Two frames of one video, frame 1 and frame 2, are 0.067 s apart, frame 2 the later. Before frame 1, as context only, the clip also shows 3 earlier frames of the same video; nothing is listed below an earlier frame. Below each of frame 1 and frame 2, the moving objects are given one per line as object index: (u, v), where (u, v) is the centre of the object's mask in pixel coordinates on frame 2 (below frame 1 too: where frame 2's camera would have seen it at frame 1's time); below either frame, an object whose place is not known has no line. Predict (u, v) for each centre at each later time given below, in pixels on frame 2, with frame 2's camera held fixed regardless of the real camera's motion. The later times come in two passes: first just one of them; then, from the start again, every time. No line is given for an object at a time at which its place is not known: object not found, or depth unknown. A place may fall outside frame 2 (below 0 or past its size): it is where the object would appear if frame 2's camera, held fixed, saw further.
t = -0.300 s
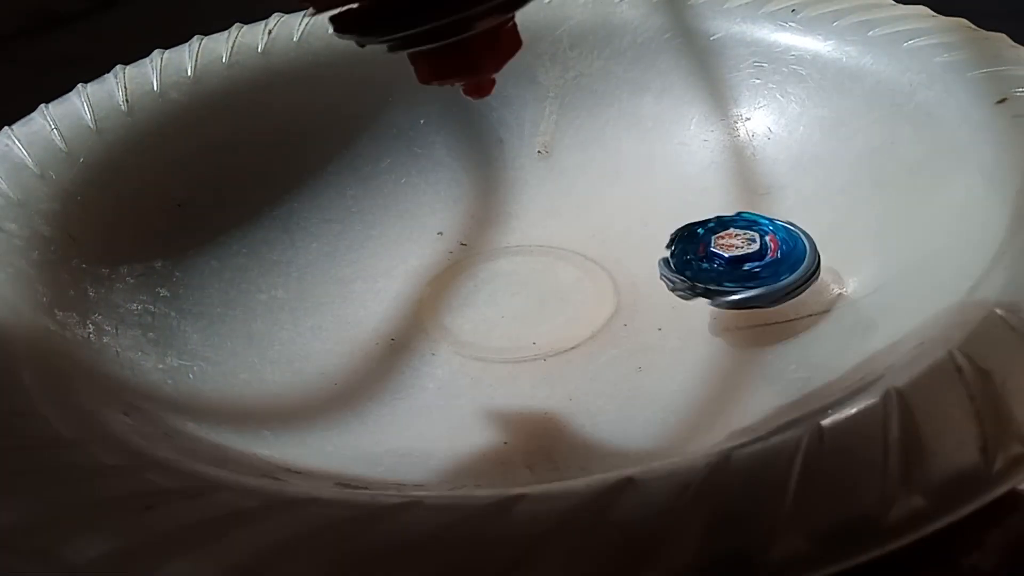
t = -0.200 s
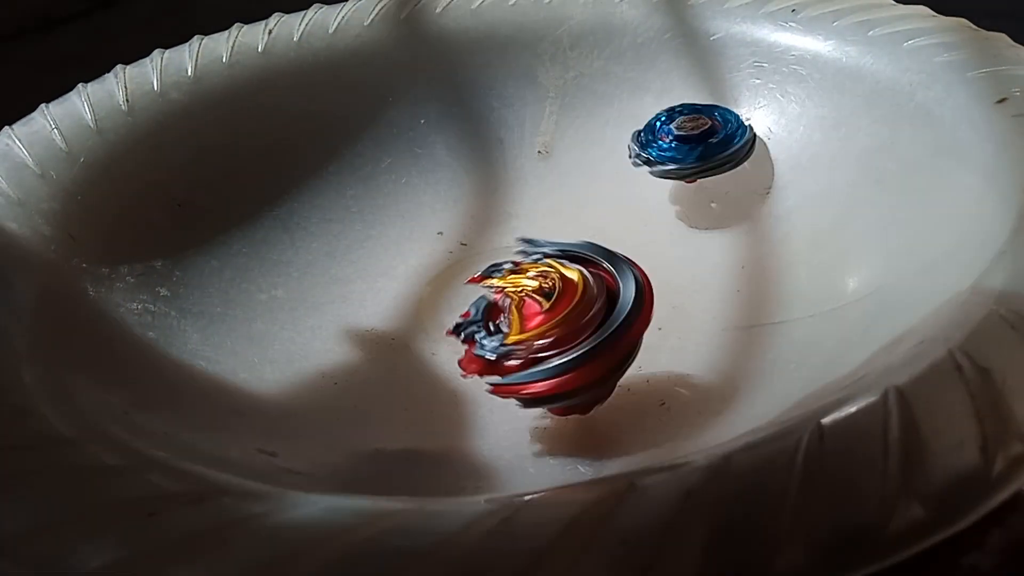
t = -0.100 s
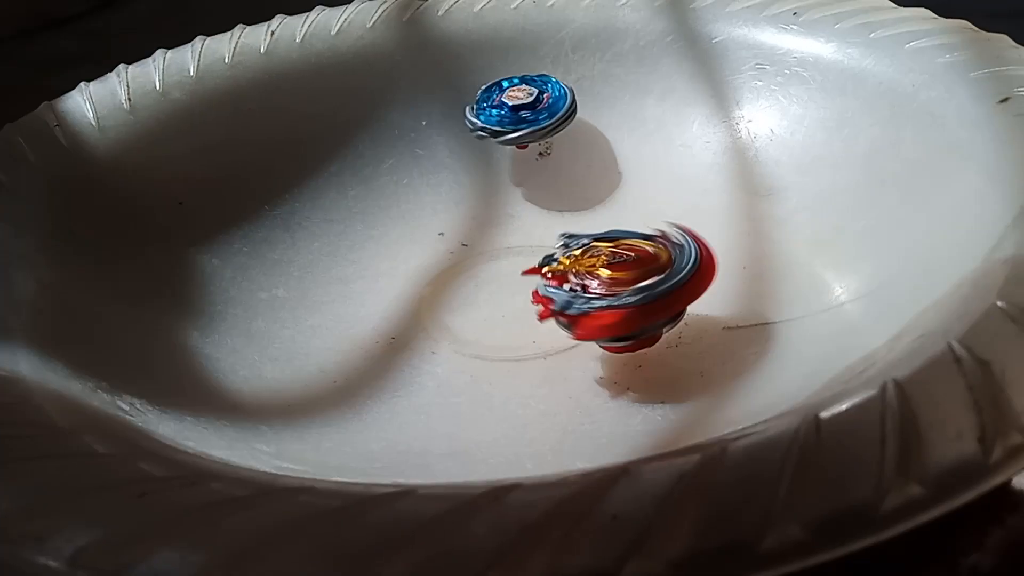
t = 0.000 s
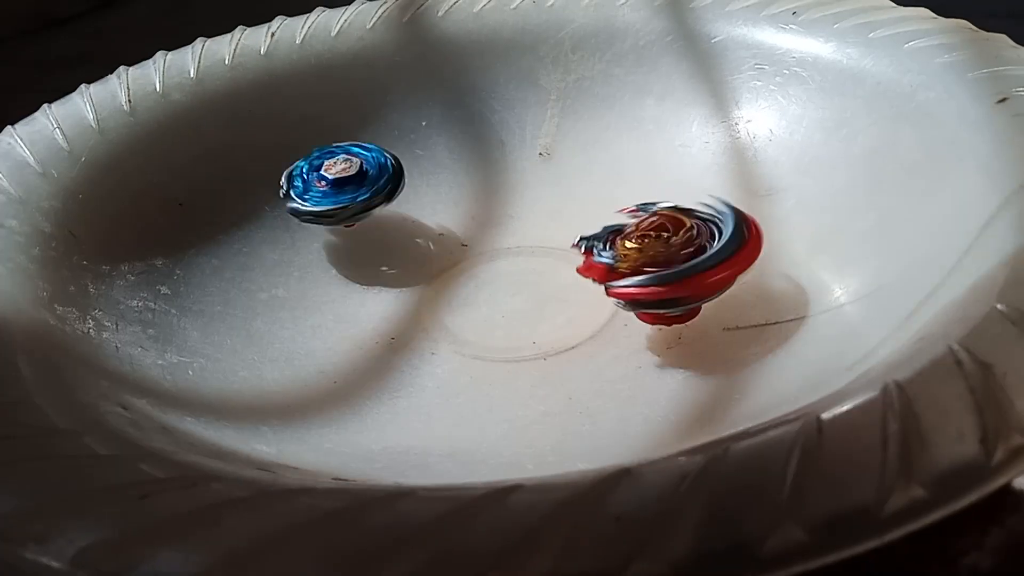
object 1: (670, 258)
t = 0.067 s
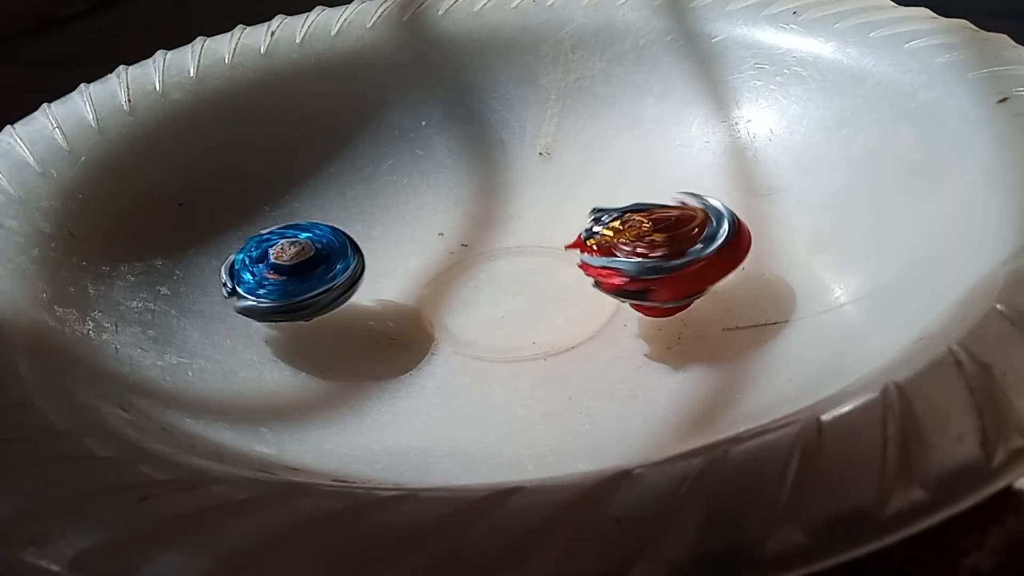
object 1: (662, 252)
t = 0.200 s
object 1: (662, 255)
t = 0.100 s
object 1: (656, 250)
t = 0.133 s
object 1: (658, 250)
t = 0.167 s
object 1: (664, 249)
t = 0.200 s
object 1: (662, 255)
